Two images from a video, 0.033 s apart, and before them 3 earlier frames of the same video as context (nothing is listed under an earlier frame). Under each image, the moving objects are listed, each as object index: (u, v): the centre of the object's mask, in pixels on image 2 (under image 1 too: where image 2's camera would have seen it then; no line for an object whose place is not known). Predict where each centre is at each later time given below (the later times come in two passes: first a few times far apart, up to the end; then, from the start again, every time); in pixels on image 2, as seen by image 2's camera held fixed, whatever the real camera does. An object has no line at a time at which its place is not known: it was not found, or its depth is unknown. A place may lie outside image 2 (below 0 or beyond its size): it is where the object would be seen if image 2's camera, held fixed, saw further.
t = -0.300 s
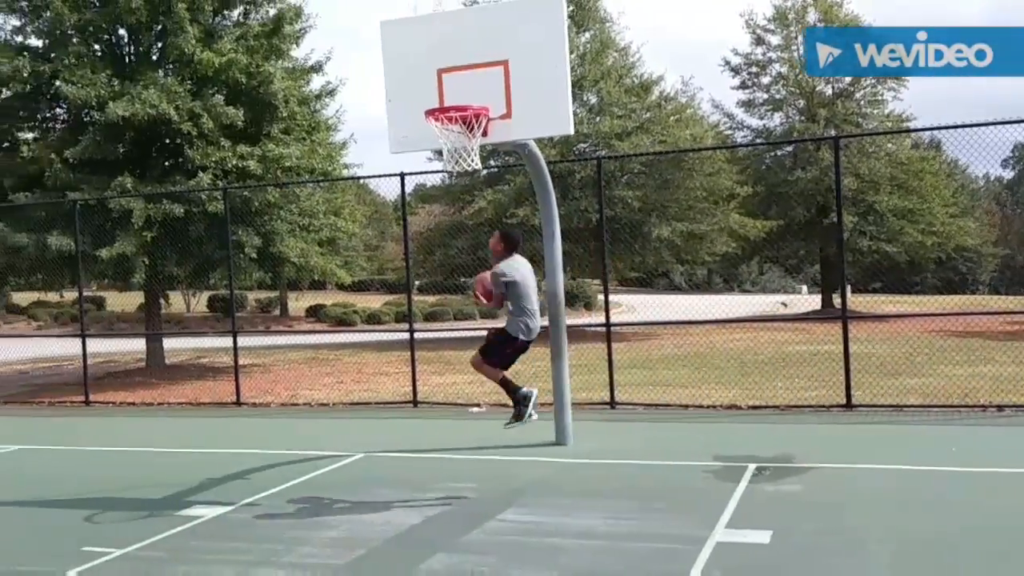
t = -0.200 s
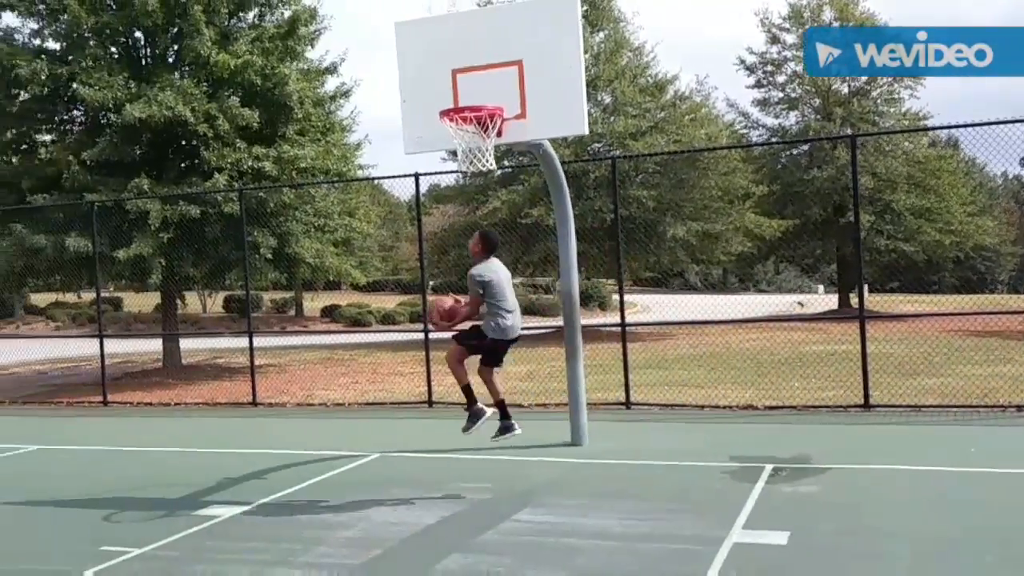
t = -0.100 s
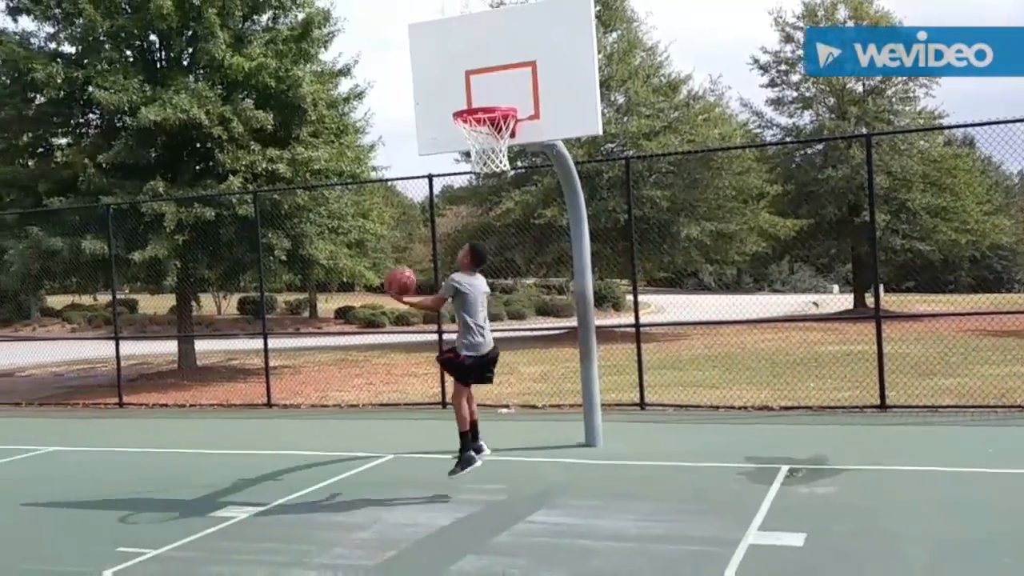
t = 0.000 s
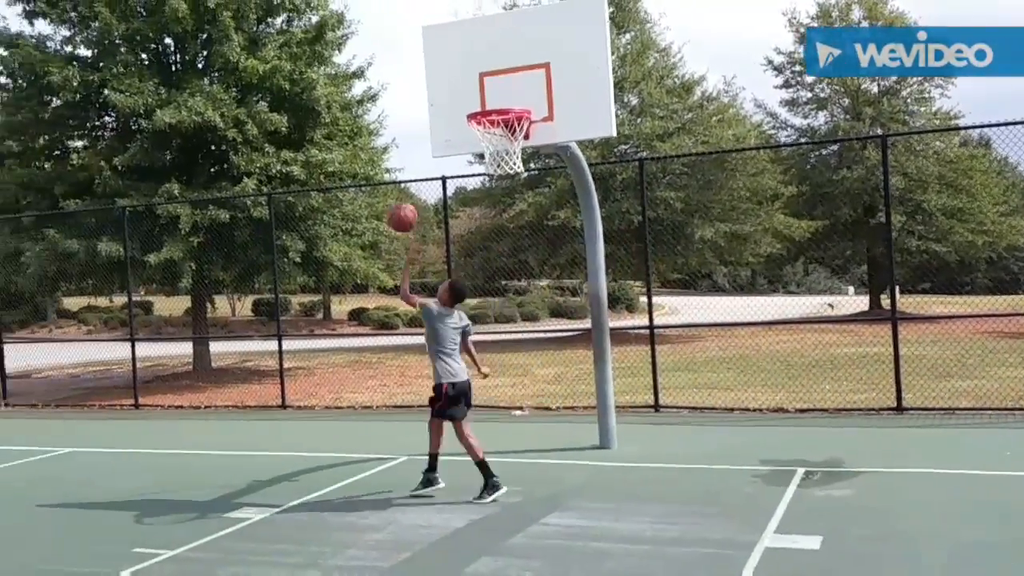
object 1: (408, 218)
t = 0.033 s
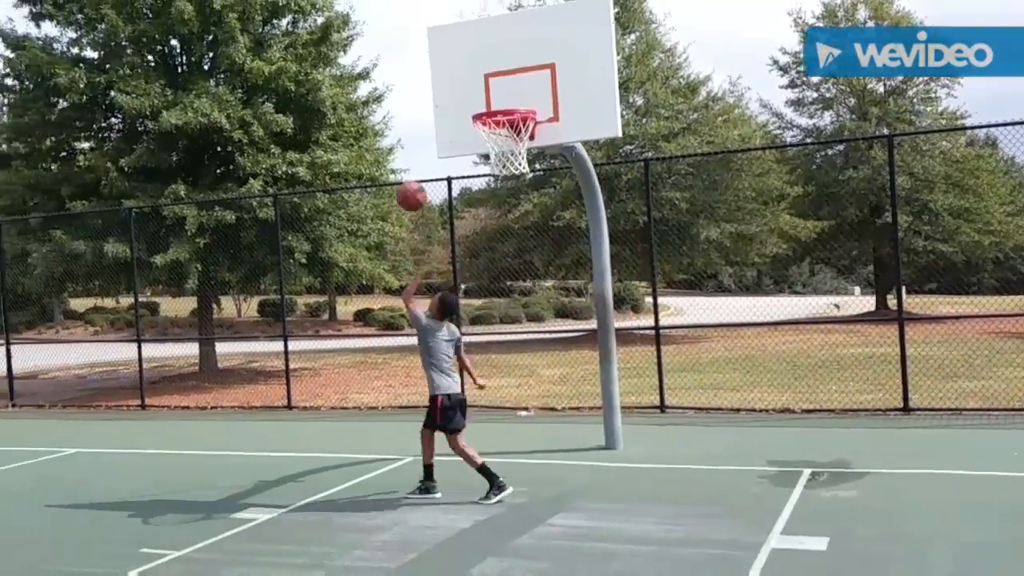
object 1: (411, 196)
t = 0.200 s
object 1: (434, 111)
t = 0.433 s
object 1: (461, 59)
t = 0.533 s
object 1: (467, 67)
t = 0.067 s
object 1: (416, 177)
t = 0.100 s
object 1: (421, 158)
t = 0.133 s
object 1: (425, 141)
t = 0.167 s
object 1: (430, 125)
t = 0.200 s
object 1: (434, 111)
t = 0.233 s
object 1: (439, 98)
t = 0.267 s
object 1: (443, 87)
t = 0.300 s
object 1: (447, 77)
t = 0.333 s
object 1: (453, 68)
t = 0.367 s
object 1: (458, 62)
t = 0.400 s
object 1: (460, 60)
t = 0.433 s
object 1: (461, 59)
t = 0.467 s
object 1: (463, 60)
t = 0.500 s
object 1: (465, 63)
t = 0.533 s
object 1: (467, 67)
